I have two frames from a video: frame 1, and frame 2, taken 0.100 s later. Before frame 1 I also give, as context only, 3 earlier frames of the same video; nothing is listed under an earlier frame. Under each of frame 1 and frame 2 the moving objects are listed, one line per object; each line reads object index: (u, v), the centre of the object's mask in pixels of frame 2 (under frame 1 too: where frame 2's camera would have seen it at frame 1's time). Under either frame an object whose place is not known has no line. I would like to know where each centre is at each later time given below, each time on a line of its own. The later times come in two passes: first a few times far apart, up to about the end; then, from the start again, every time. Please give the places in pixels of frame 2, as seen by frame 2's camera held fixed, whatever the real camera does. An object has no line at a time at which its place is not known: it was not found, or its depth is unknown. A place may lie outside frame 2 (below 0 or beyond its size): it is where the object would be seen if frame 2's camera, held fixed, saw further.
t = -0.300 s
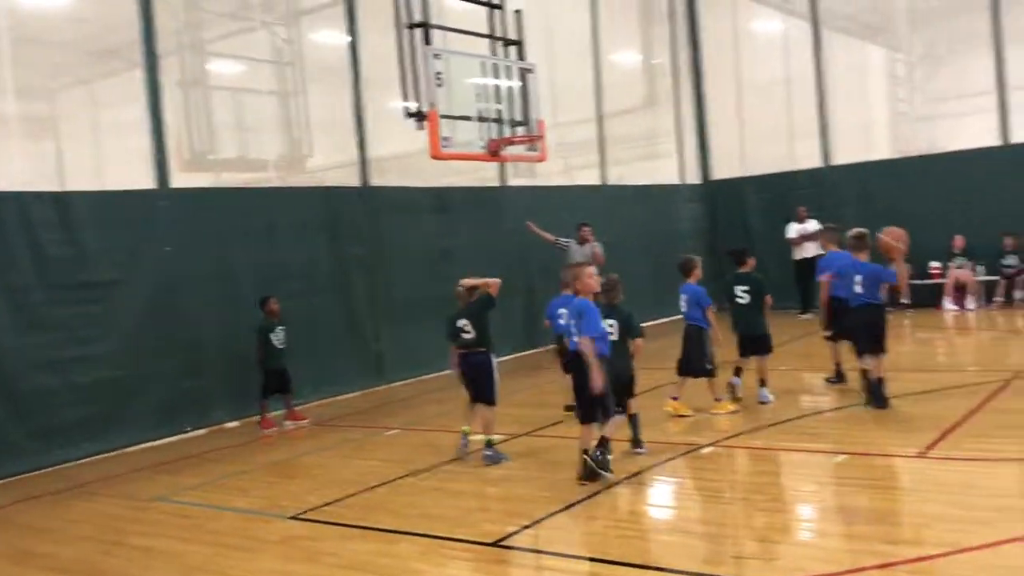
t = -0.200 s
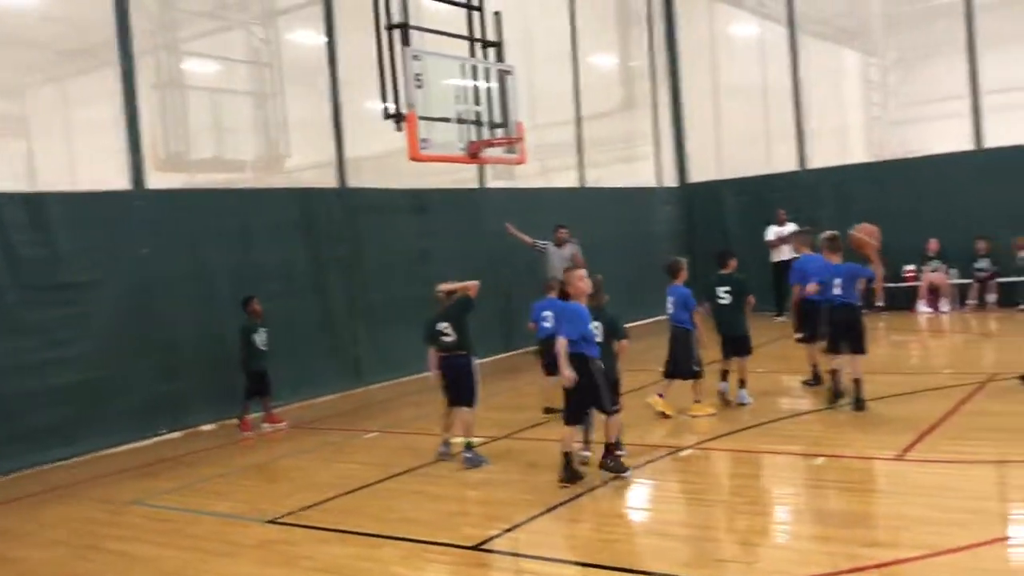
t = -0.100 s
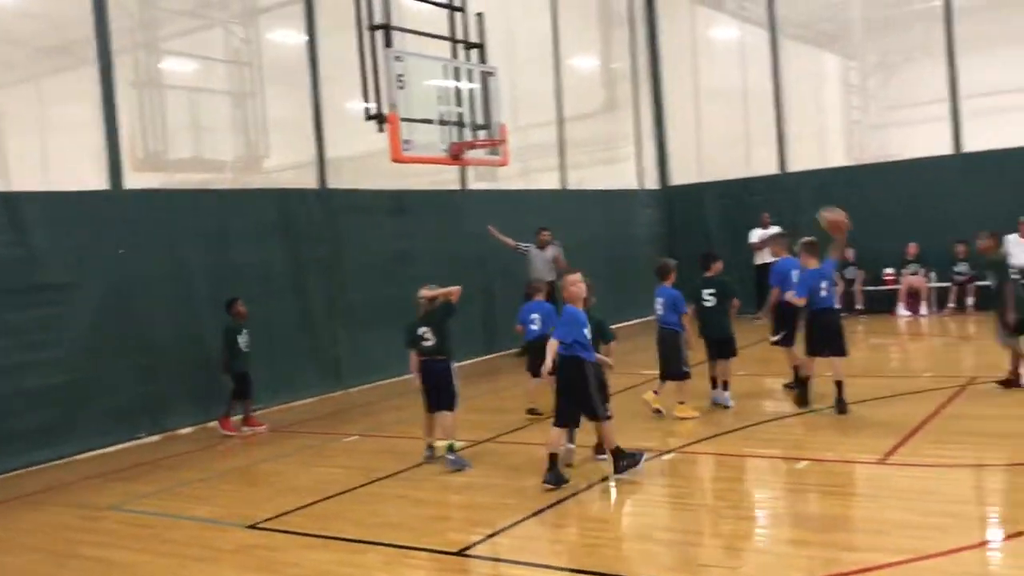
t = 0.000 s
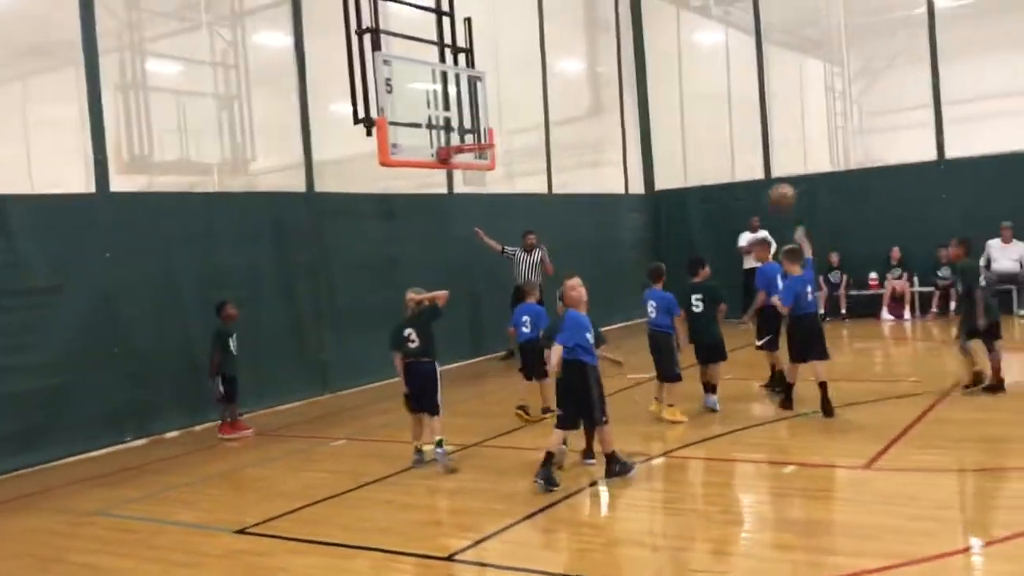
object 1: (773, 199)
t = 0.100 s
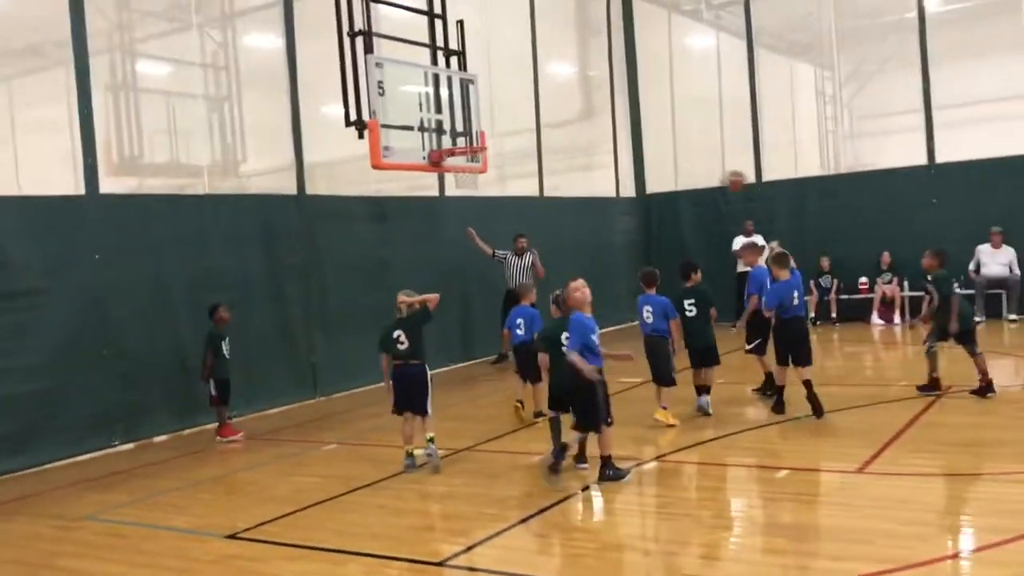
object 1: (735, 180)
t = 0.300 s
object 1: (669, 178)
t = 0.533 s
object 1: (612, 217)
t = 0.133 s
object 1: (722, 178)
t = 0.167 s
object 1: (710, 176)
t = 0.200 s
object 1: (699, 175)
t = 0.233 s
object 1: (689, 175)
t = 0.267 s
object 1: (679, 176)
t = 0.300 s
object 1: (669, 178)
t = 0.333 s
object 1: (660, 181)
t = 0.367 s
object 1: (651, 185)
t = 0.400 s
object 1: (642, 189)
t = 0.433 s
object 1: (635, 194)
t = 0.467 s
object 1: (627, 204)
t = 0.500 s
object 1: (617, 209)
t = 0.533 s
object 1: (612, 217)
